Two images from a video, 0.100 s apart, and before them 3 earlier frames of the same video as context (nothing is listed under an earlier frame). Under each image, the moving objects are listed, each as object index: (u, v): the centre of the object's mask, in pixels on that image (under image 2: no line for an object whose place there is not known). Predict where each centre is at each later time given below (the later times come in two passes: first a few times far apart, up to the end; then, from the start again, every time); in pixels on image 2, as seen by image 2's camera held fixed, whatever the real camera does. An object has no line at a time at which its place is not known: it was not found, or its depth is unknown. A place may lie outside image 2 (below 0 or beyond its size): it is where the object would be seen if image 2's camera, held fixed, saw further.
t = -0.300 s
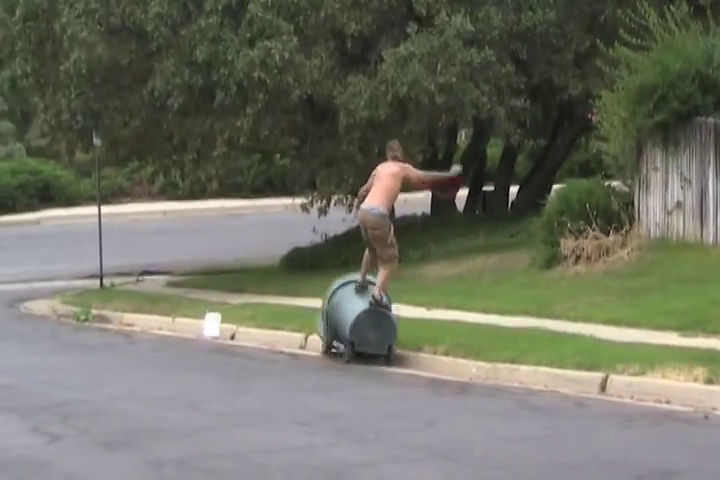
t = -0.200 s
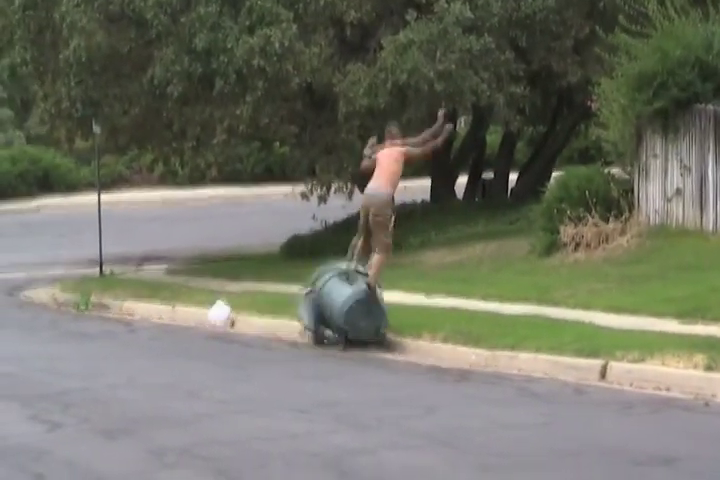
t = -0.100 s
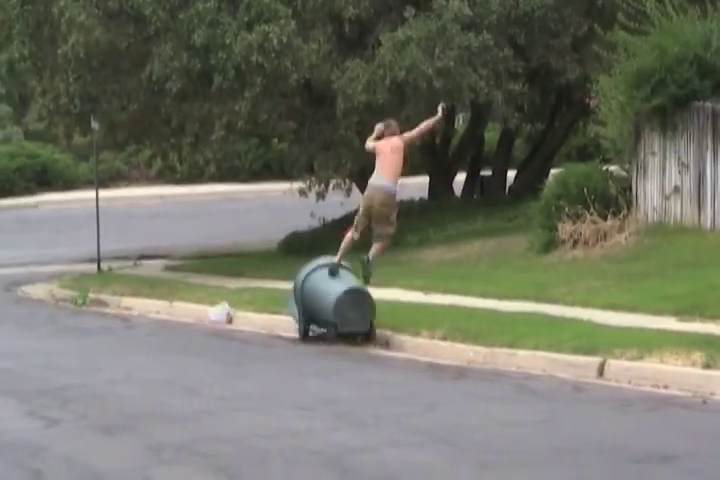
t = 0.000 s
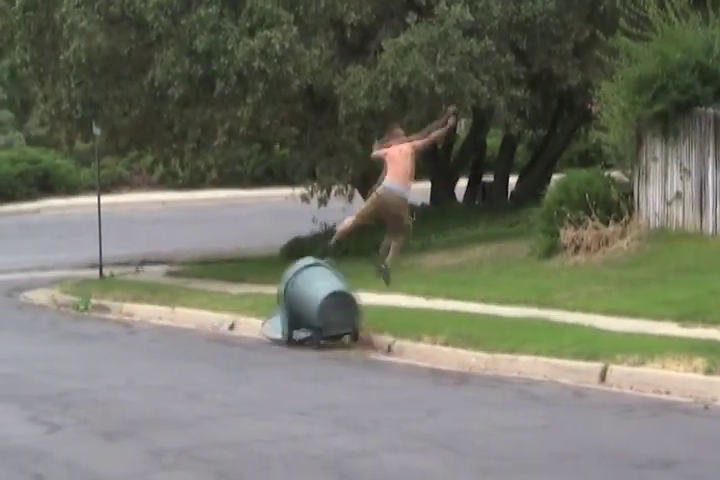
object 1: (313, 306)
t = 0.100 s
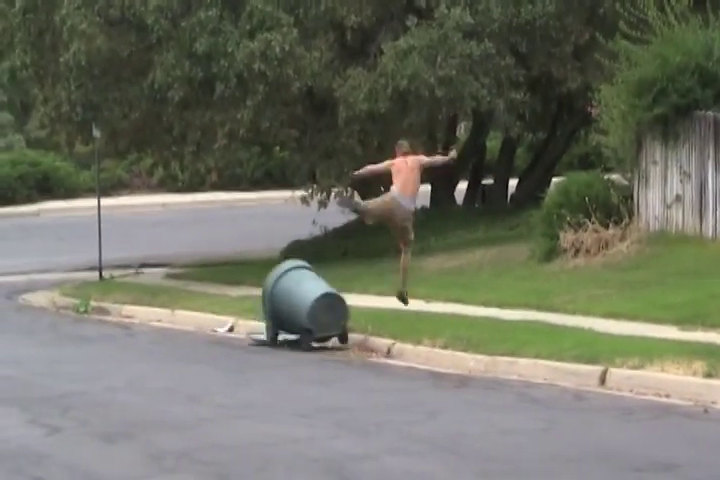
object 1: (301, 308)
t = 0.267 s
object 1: (290, 304)
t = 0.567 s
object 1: (260, 306)
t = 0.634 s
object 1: (250, 300)
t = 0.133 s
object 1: (299, 307)
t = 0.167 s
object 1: (297, 306)
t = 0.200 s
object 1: (295, 305)
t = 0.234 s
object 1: (292, 305)
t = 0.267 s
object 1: (290, 304)
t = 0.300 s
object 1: (282, 308)
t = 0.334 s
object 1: (279, 307)
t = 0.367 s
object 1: (274, 307)
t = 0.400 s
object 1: (271, 307)
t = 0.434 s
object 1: (269, 306)
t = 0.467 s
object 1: (267, 307)
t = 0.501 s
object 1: (265, 307)
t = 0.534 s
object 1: (263, 306)
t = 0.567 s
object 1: (260, 306)
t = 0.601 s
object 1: (258, 306)
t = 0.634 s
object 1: (250, 300)
